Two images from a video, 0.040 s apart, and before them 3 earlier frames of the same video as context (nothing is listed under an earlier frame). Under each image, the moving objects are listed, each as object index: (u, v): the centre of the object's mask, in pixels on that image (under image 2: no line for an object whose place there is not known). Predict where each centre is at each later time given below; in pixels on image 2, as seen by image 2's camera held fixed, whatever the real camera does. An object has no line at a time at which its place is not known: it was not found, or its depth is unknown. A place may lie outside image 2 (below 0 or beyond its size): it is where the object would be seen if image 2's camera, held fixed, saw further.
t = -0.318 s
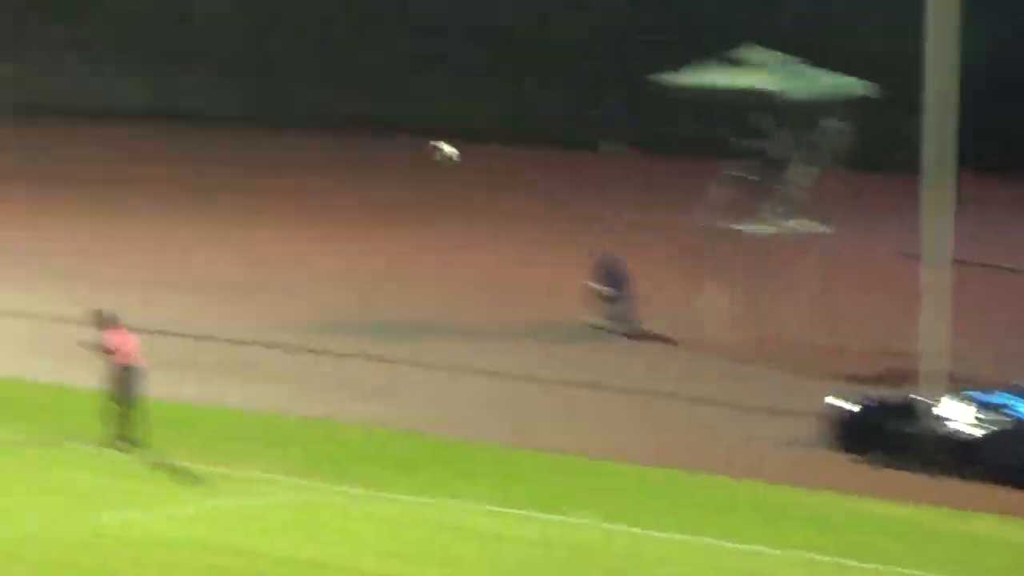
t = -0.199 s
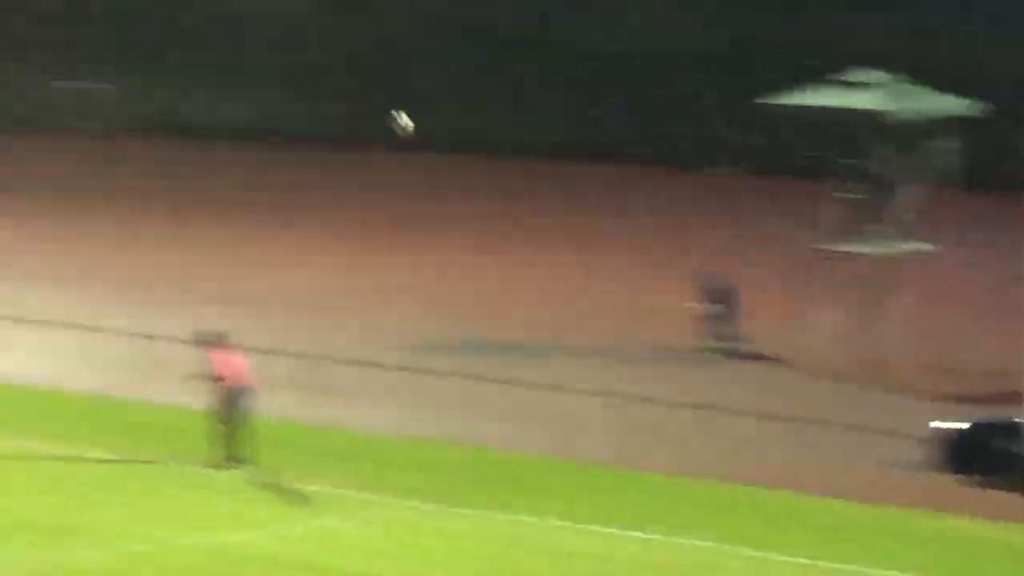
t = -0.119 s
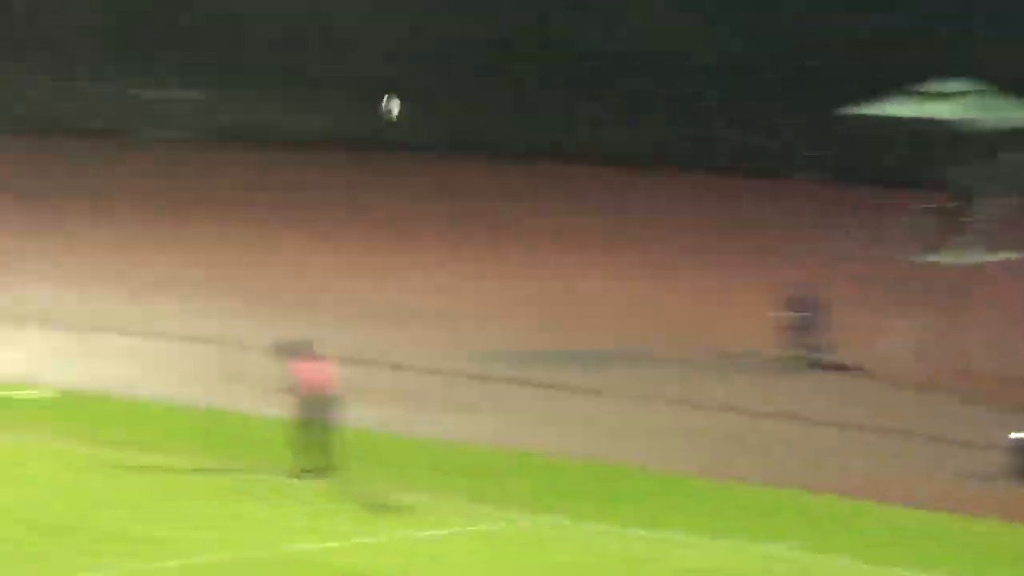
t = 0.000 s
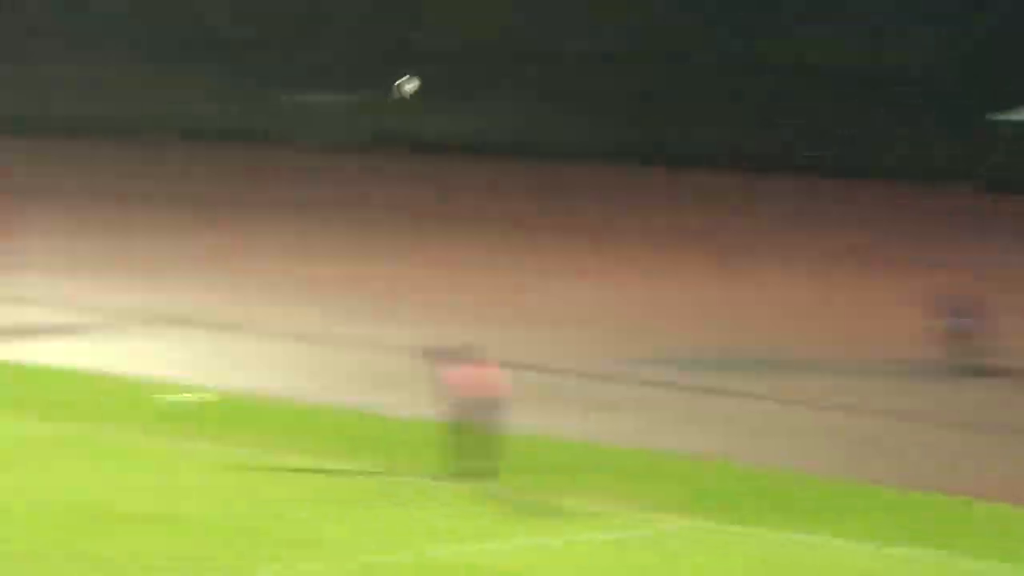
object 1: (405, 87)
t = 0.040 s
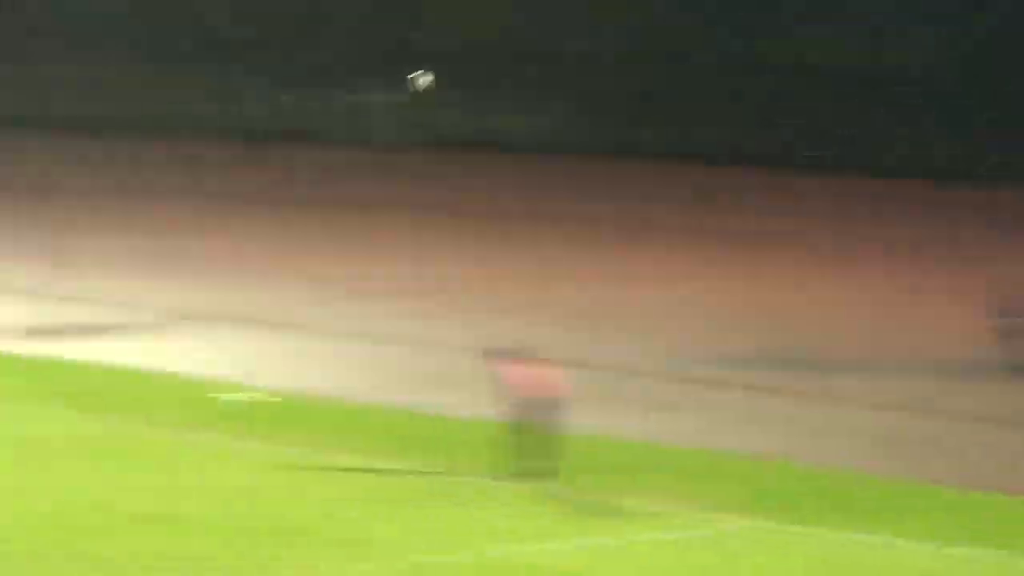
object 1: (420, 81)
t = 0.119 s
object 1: (334, 76)
